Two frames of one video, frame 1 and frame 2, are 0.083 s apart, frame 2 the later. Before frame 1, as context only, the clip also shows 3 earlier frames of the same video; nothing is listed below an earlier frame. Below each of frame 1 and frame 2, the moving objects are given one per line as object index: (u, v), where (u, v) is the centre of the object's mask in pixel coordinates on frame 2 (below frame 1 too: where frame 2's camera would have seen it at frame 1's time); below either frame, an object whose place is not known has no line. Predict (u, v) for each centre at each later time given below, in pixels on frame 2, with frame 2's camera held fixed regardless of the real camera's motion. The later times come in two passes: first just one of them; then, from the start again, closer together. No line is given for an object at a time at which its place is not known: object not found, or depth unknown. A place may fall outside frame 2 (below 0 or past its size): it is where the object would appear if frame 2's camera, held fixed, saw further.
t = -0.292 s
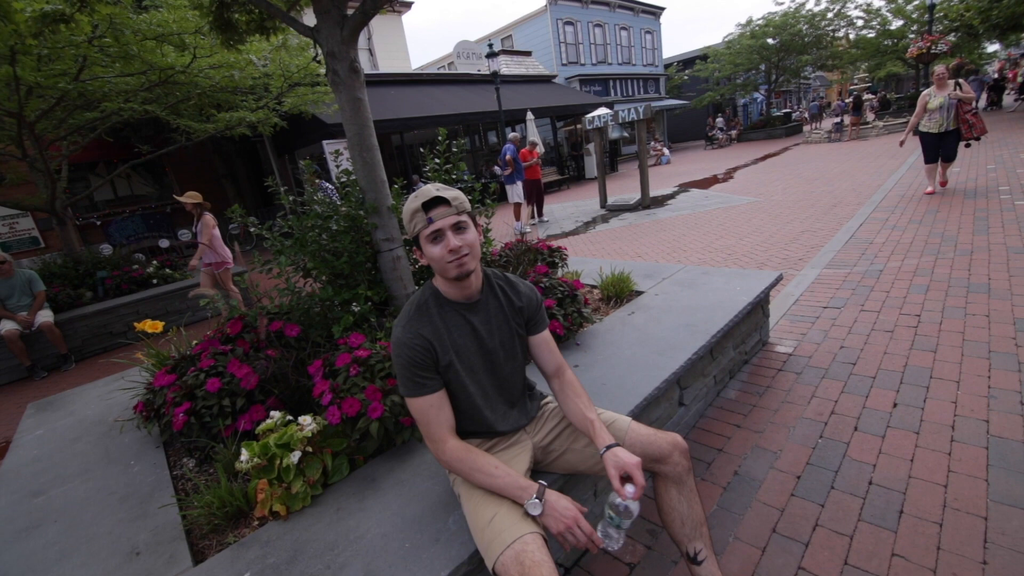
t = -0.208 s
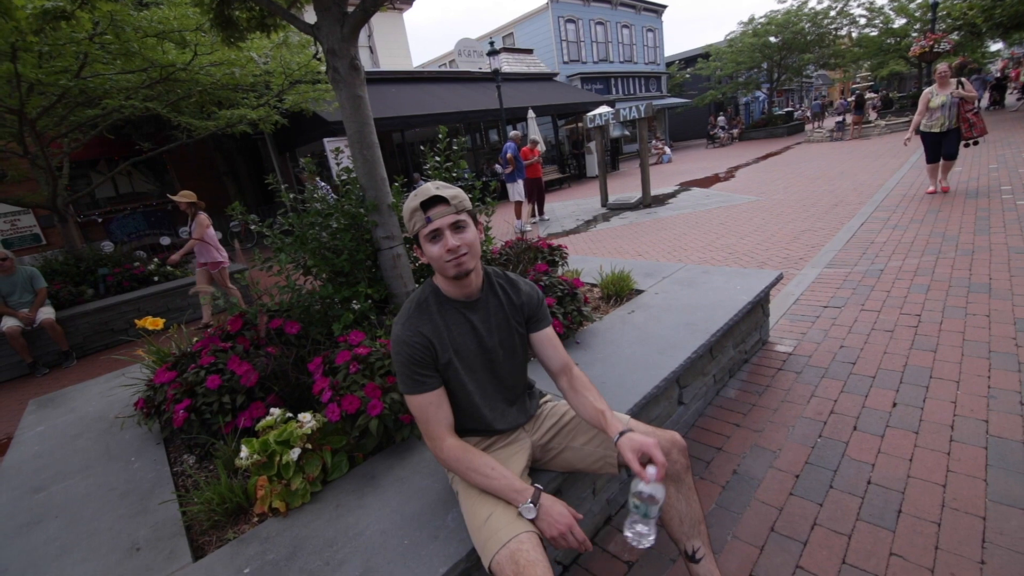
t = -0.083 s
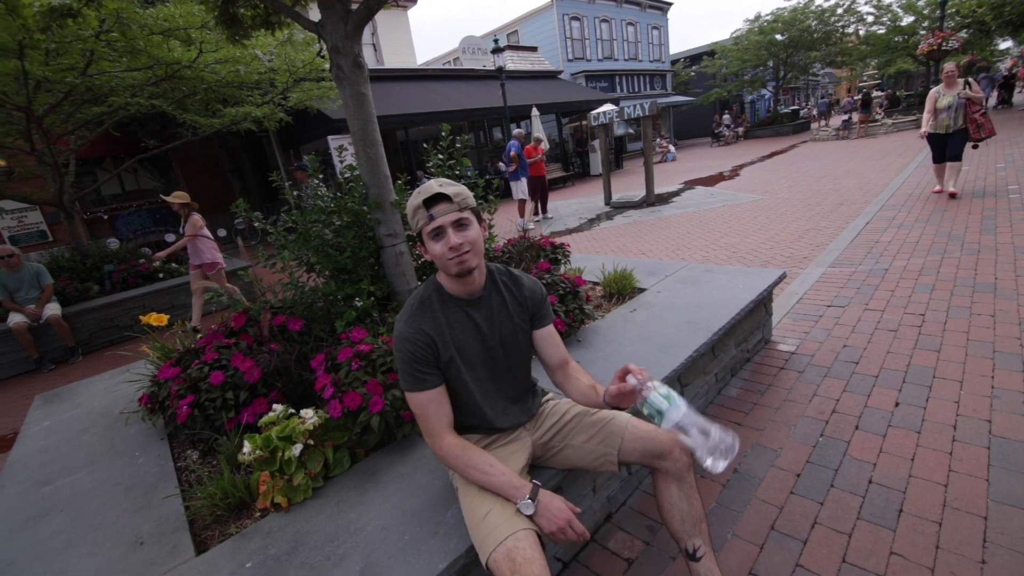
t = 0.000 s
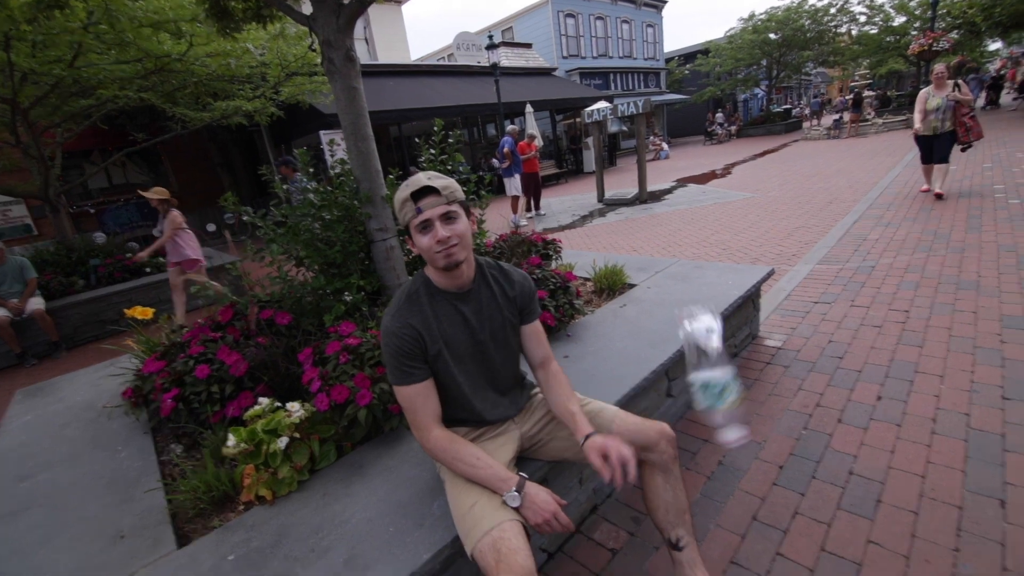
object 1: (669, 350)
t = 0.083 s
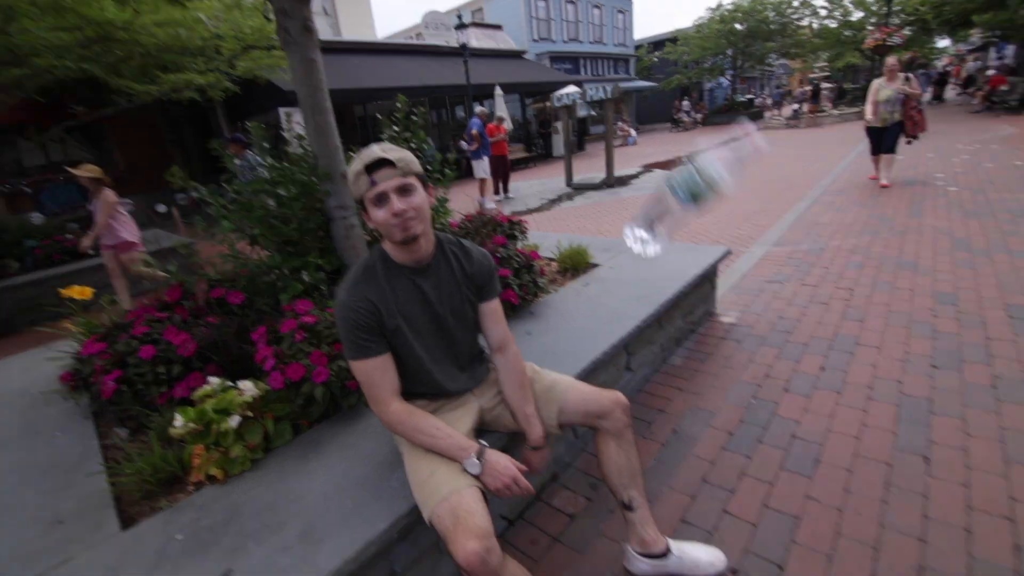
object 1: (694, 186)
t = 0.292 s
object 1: (611, 121)
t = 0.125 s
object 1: (656, 139)
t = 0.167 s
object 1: (640, 125)
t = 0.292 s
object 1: (611, 121)
